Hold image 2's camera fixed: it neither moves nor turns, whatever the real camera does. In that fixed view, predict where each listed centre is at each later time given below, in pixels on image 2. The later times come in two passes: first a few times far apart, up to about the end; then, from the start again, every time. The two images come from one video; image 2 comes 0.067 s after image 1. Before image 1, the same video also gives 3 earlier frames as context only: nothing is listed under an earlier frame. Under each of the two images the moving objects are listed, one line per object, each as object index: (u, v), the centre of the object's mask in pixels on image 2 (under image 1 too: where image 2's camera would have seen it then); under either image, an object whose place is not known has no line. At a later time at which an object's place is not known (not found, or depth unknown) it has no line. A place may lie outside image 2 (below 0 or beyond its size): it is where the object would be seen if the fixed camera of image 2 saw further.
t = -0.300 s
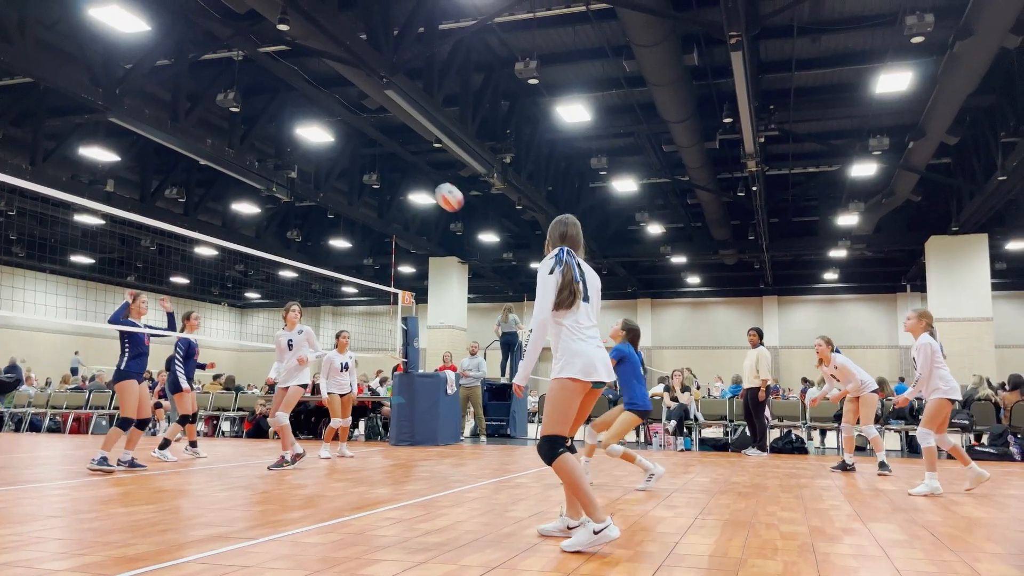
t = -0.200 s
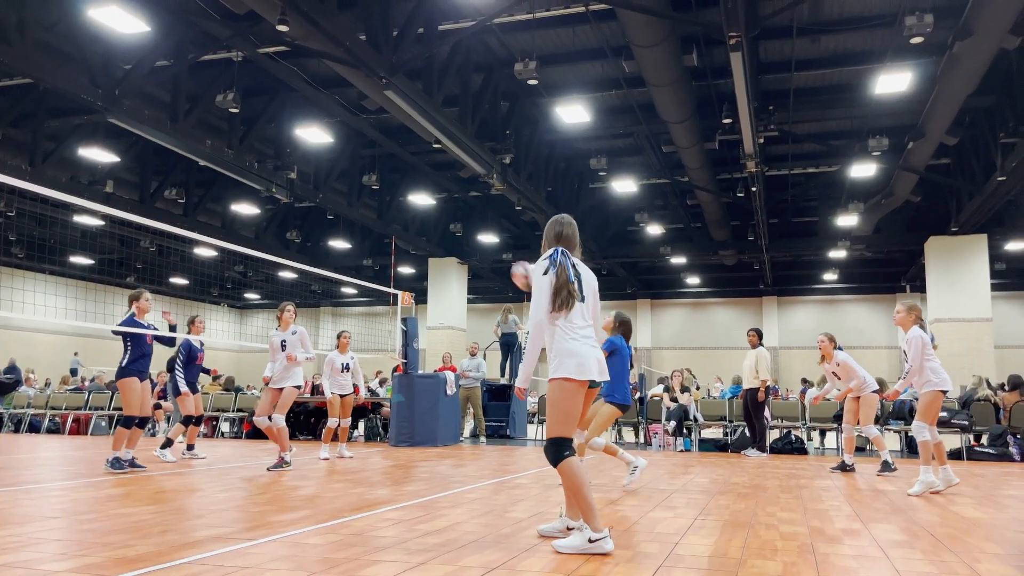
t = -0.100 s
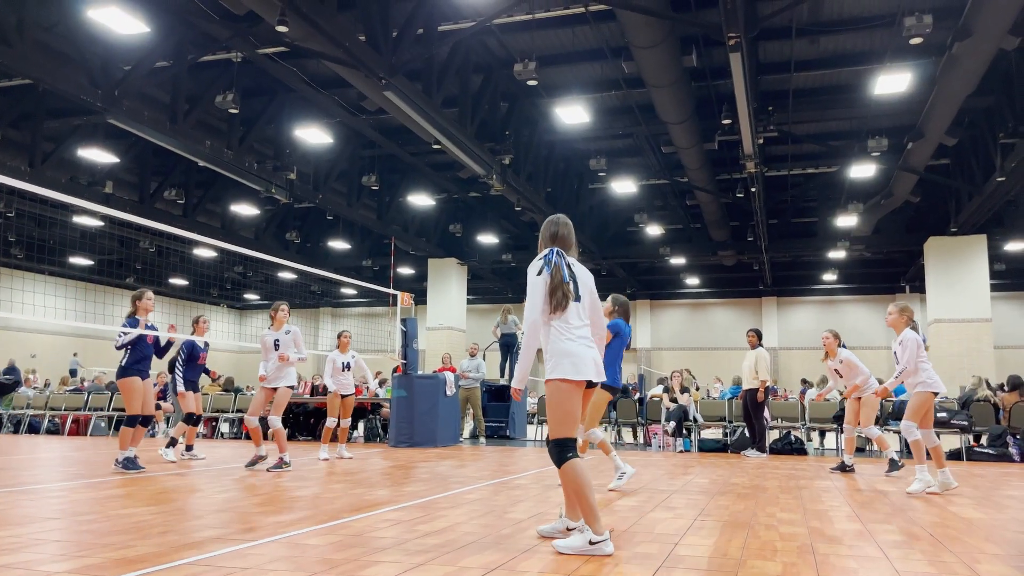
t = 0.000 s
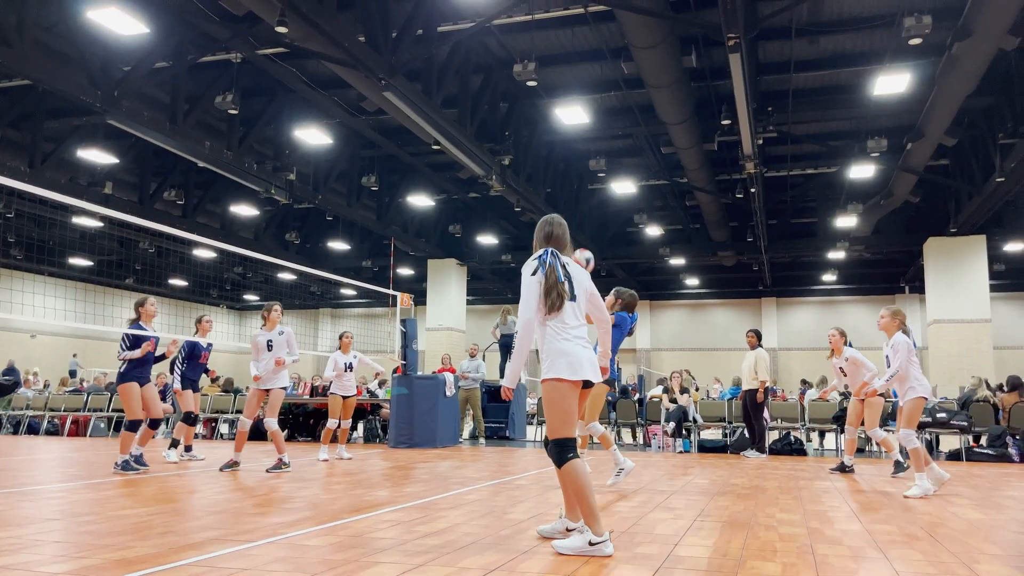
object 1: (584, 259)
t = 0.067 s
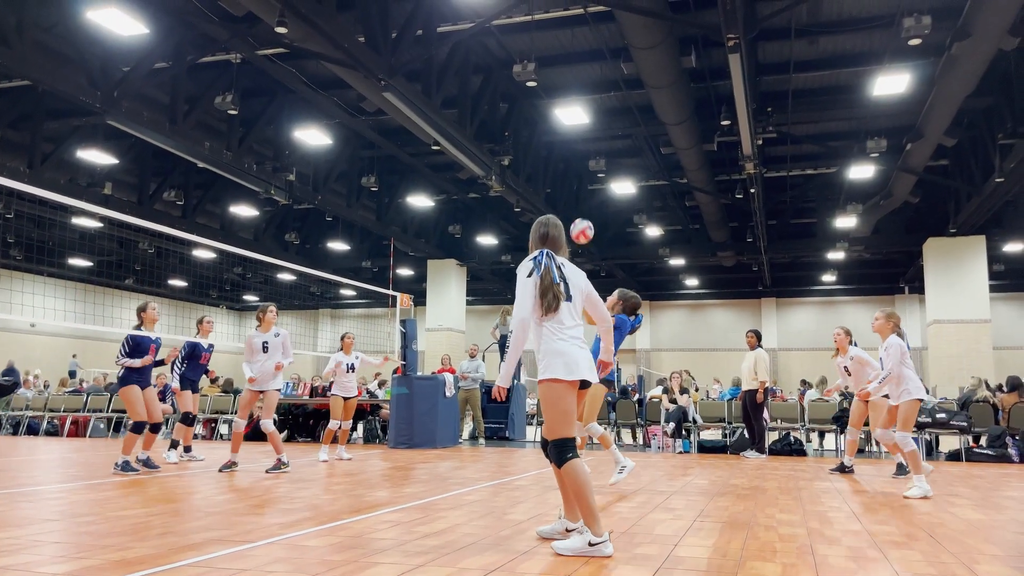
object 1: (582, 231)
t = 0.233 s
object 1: (582, 180)
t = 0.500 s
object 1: (582, 163)
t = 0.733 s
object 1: (581, 201)
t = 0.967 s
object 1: (581, 278)
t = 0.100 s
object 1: (582, 218)
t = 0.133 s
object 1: (582, 206)
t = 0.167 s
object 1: (582, 196)
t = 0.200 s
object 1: (582, 187)
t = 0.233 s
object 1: (582, 180)
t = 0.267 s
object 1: (582, 173)
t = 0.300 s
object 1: (582, 169)
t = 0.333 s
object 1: (582, 165)
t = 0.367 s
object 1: (582, 162)
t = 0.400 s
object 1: (582, 161)
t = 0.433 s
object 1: (582, 161)
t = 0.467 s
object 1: (582, 161)
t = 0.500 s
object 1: (582, 163)
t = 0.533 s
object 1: (582, 166)
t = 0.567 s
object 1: (582, 169)
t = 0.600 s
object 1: (582, 174)
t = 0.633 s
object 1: (582, 180)
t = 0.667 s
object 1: (581, 186)
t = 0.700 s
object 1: (581, 193)
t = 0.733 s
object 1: (581, 201)
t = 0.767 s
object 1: (581, 209)
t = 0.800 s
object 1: (581, 219)
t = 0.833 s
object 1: (581, 229)
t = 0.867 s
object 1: (581, 241)
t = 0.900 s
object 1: (581, 253)
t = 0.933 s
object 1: (581, 266)
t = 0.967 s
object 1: (581, 278)
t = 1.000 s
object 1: (581, 292)
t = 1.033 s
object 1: (580, 306)
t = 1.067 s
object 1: (580, 323)
